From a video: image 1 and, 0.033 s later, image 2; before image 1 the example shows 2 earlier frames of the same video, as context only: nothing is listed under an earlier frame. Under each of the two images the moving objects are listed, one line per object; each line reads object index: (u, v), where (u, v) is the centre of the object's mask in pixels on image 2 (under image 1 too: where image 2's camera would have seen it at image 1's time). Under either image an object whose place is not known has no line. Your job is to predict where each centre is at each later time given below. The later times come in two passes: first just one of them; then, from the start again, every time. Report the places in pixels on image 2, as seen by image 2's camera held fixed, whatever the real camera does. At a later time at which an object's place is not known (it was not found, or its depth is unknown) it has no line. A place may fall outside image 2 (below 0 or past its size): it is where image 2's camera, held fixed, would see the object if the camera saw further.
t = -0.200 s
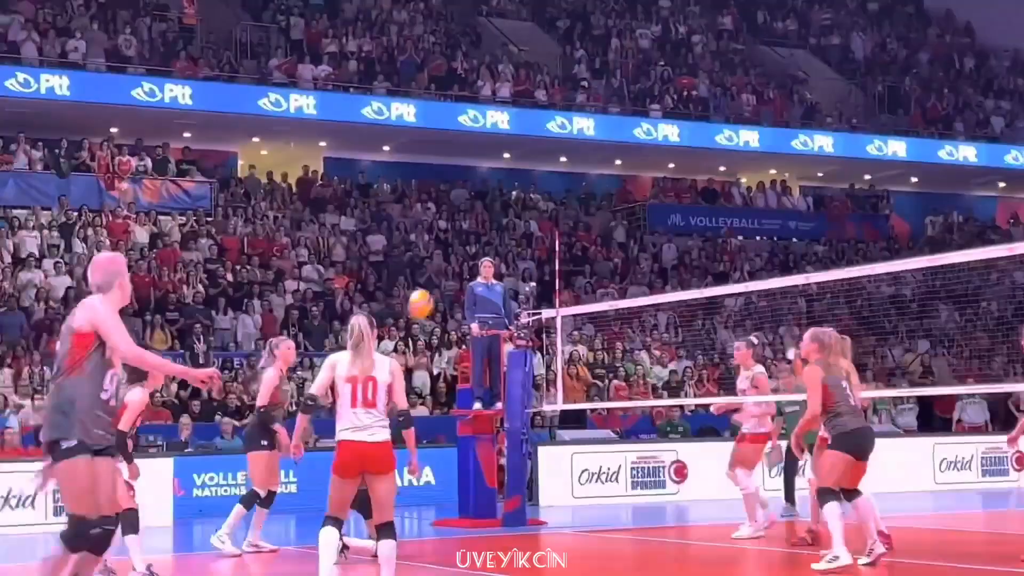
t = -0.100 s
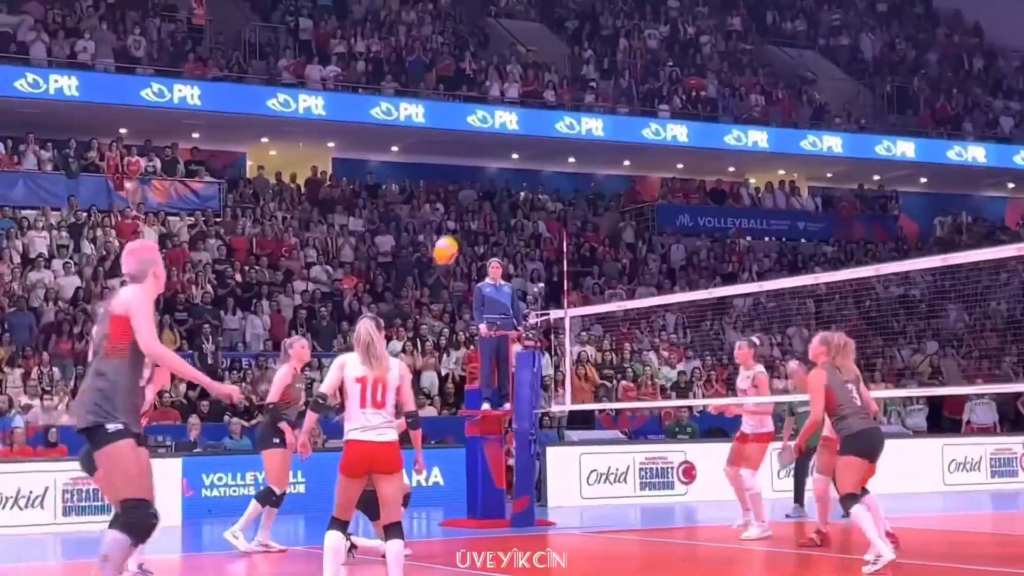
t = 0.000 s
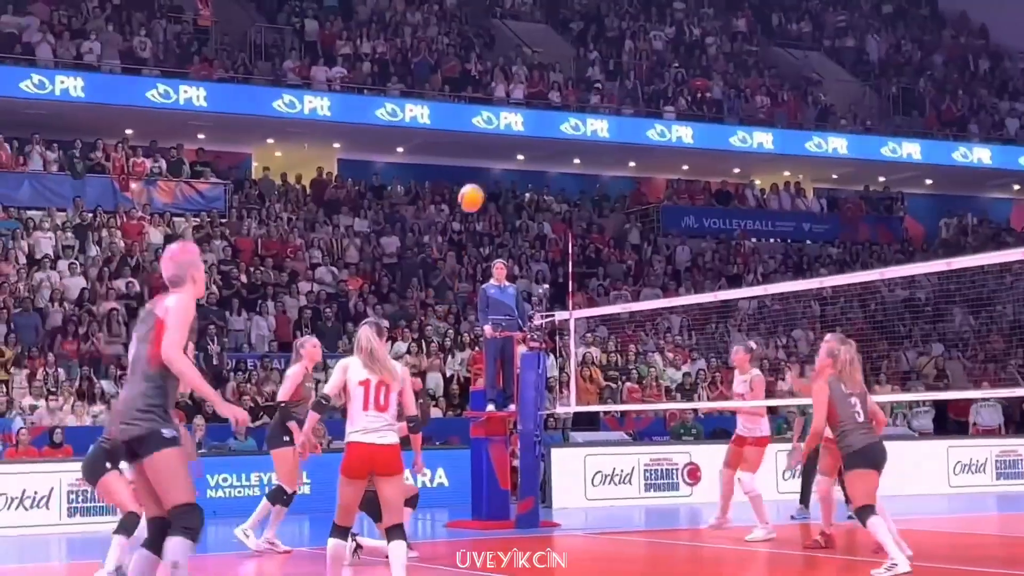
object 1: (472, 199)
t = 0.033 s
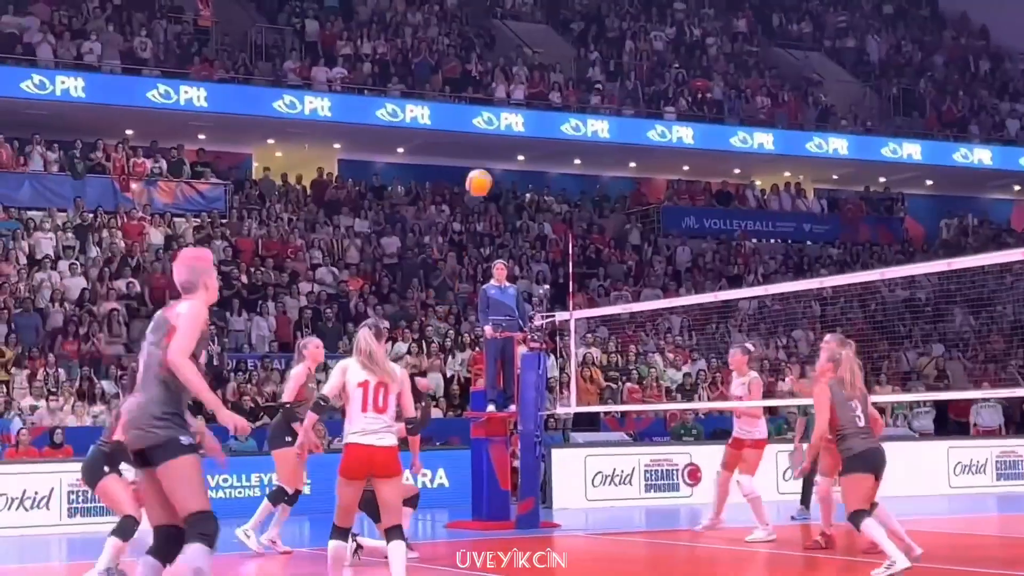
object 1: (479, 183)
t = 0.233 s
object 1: (519, 118)
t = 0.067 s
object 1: (482, 176)
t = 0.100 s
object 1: (492, 156)
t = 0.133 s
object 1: (499, 145)
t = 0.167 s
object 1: (502, 141)
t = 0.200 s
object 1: (513, 127)
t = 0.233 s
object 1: (519, 118)
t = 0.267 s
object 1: (523, 114)
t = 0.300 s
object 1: (533, 105)
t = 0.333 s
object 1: (540, 101)
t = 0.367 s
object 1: (545, 100)
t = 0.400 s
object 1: (556, 98)
